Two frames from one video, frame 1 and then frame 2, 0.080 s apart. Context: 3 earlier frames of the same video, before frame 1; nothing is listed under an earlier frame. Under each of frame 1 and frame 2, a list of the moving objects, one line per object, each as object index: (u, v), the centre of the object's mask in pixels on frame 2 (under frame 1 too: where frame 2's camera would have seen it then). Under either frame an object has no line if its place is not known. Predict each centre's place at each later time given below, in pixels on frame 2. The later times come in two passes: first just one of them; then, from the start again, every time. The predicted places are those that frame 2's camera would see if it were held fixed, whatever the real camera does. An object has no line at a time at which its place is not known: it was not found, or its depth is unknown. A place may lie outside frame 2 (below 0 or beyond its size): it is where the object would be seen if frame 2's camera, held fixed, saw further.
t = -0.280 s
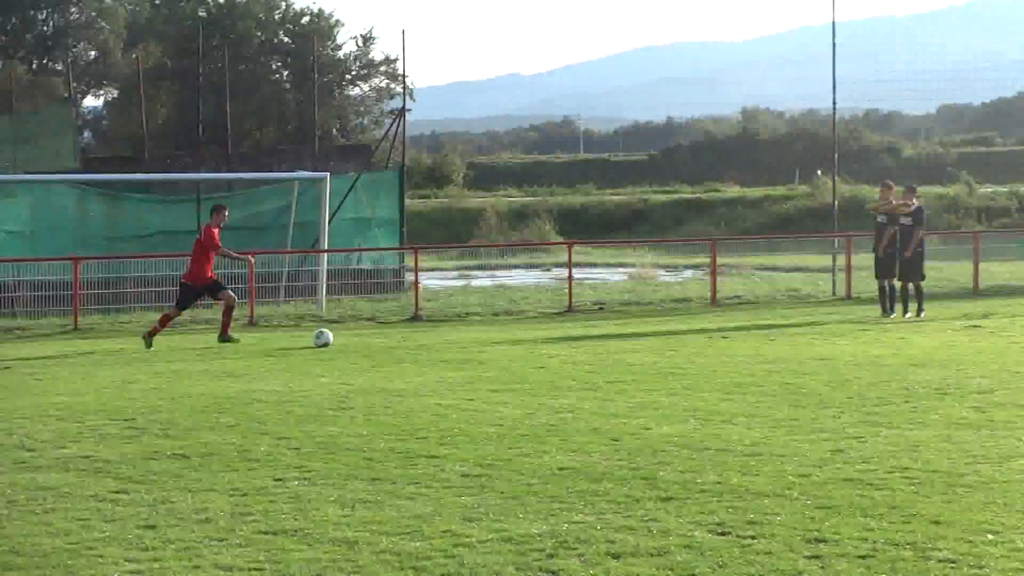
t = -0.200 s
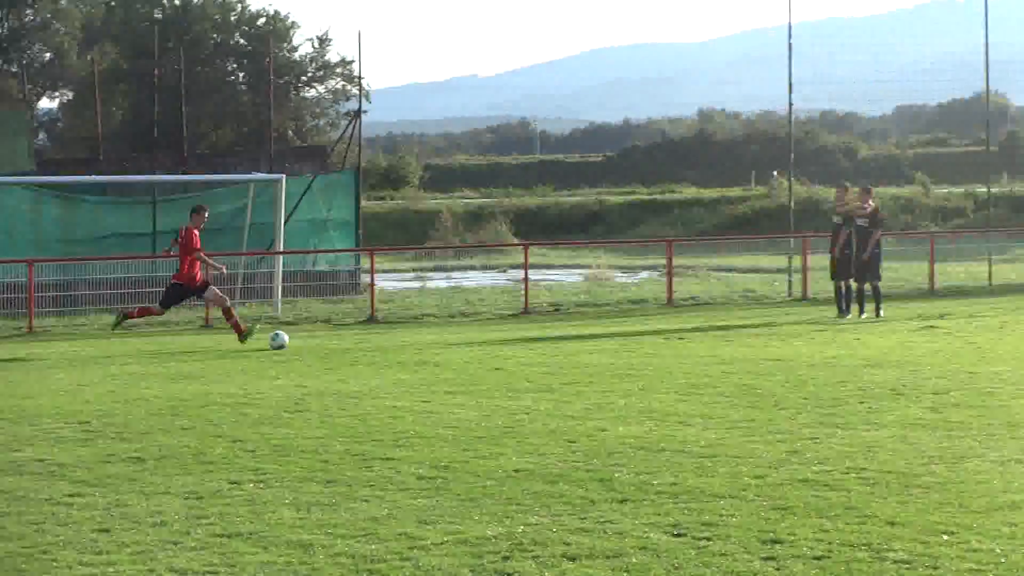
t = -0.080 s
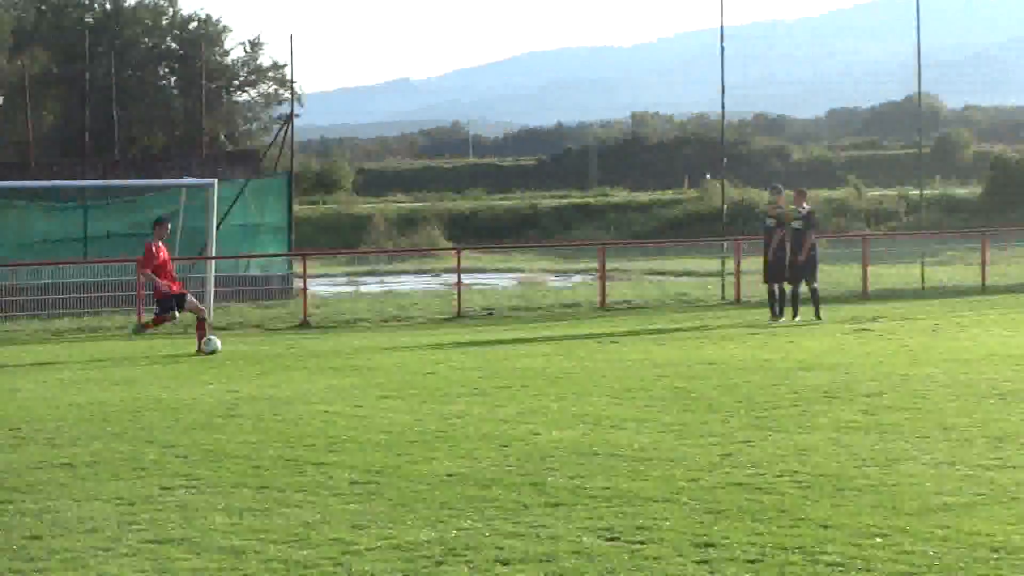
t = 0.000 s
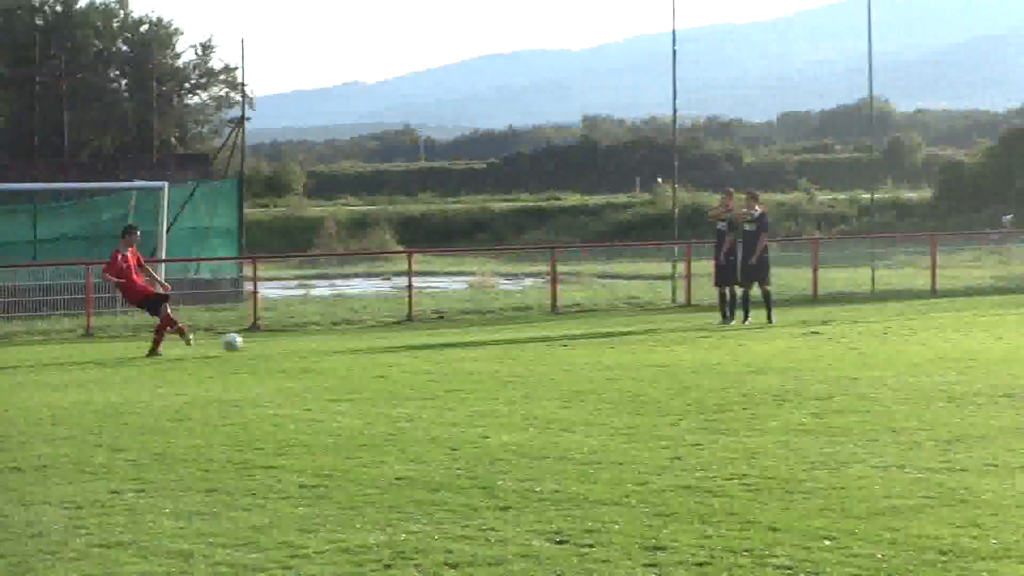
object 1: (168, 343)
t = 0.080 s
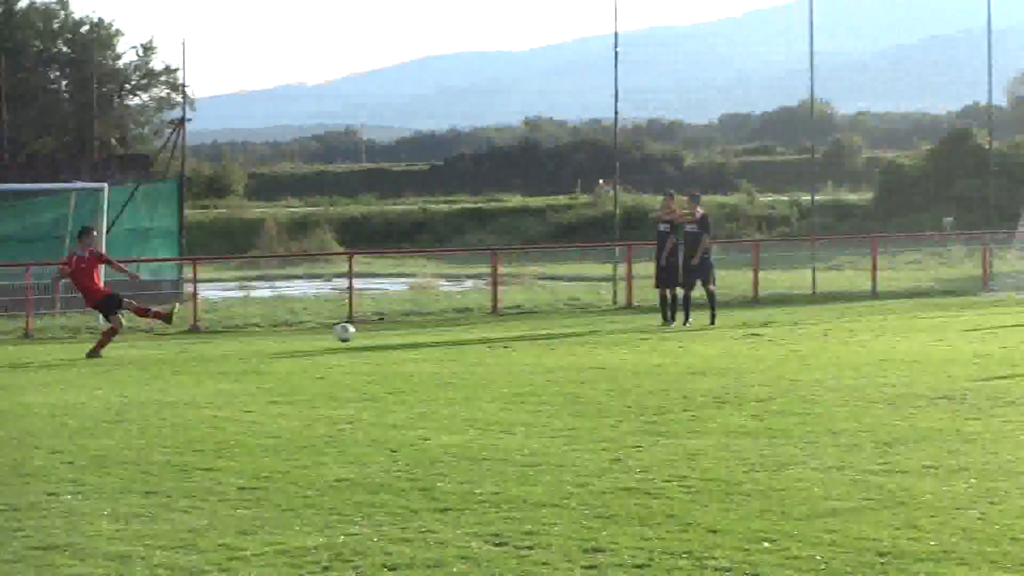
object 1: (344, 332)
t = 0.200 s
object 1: (588, 327)
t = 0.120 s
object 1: (428, 329)
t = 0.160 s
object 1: (509, 328)
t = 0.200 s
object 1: (588, 327)
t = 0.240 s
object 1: (665, 328)
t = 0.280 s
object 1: (737, 330)
